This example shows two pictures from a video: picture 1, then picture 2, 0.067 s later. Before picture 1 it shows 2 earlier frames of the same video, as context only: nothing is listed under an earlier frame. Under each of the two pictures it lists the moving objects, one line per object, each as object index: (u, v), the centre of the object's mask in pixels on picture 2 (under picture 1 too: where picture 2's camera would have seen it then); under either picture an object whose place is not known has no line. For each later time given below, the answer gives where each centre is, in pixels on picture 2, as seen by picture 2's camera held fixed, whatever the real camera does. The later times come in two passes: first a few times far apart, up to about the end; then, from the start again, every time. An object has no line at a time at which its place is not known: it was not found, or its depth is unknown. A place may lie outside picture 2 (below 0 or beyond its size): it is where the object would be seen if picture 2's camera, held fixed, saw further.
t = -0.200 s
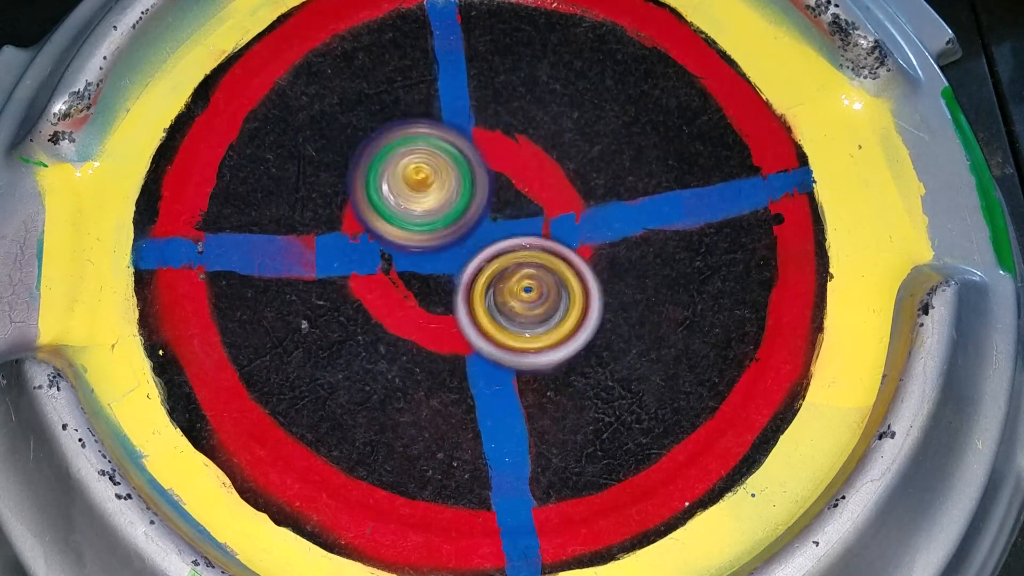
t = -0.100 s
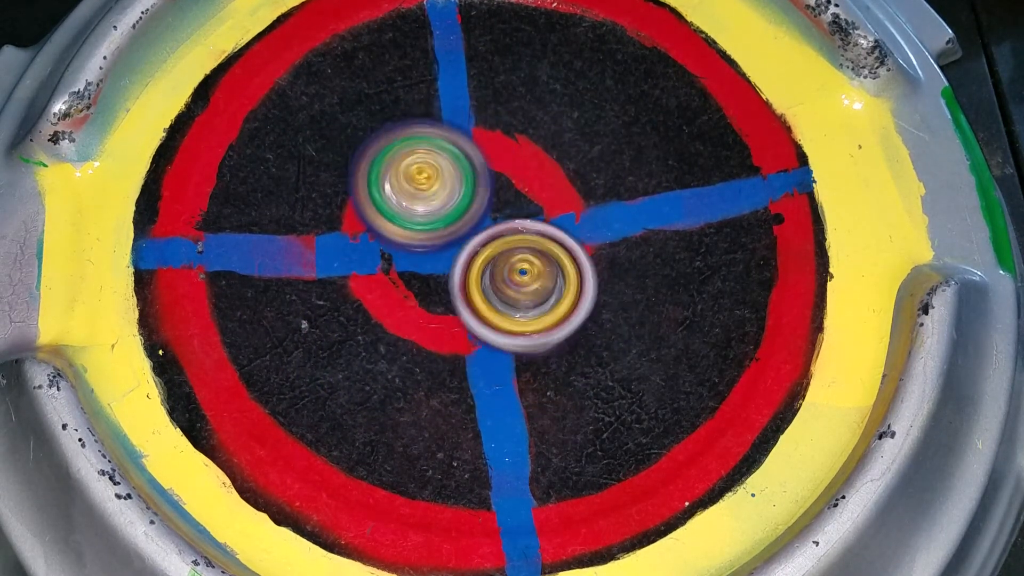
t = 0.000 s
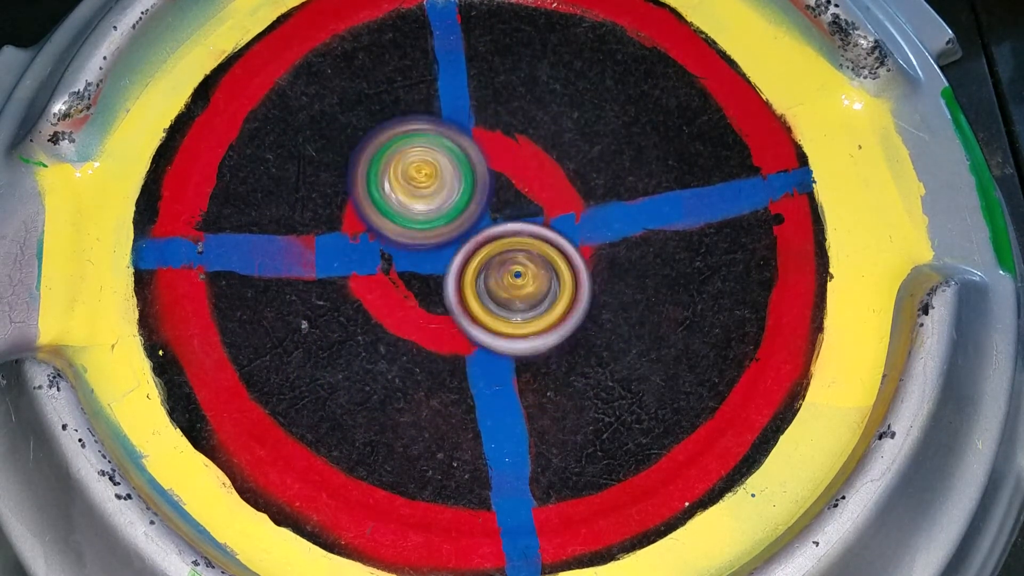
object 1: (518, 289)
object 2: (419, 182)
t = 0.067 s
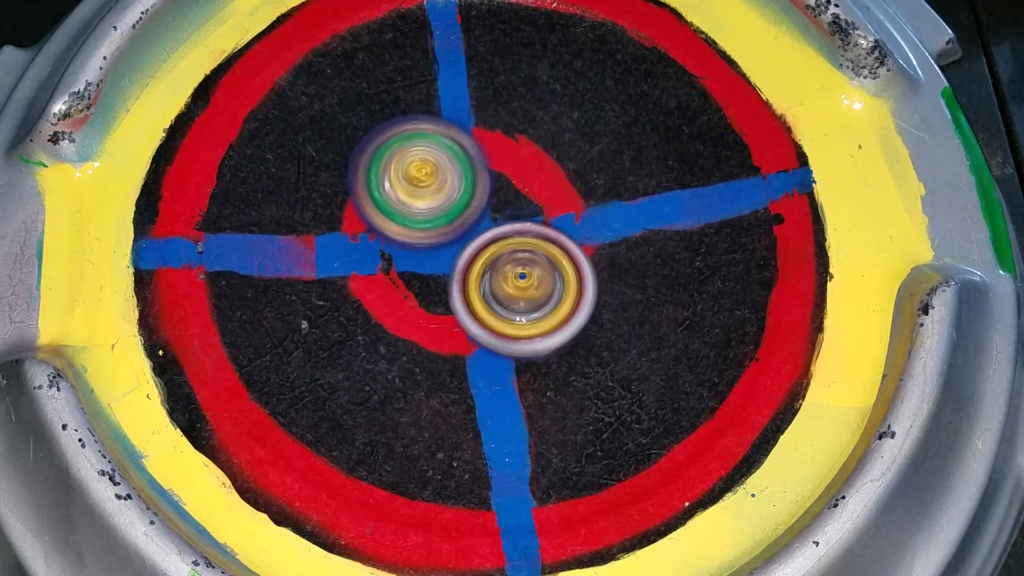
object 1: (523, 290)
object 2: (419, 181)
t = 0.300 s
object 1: (544, 275)
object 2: (414, 172)
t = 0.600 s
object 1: (528, 274)
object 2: (408, 168)
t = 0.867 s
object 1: (518, 264)
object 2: (408, 167)
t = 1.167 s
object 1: (519, 265)
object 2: (409, 167)
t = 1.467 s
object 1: (523, 299)
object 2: (410, 162)
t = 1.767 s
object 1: (517, 287)
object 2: (429, 174)
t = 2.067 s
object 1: (525, 297)
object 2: (430, 164)
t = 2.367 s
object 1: (504, 299)
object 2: (447, 166)
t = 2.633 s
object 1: (509, 299)
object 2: (452, 162)
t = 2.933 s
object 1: (515, 300)
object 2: (458, 163)
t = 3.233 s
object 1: (512, 310)
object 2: (462, 168)
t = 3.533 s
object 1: (520, 300)
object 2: (458, 159)
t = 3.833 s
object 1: (514, 314)
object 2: (462, 154)
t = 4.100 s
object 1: (535, 354)
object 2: (436, 81)
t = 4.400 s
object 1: (541, 306)
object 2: (452, 96)
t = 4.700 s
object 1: (443, 264)
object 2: (465, 110)
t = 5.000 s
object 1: (382, 267)
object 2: (490, 134)
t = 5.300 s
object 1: (431, 265)
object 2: (521, 160)
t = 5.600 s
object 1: (489, 271)
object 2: (565, 152)
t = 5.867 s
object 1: (455, 283)
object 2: (562, 154)
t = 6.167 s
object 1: (440, 282)
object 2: (558, 160)
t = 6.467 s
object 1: (424, 308)
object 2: (534, 208)
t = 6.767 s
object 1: (423, 320)
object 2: (550, 210)
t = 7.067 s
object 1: (422, 280)
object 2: (564, 209)
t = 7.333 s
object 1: (403, 258)
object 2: (569, 208)
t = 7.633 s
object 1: (390, 234)
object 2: (559, 225)
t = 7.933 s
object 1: (409, 237)
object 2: (570, 268)
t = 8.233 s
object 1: (442, 244)
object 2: (590, 287)
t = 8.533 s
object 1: (446, 198)
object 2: (584, 290)
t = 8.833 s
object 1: (461, 210)
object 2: (589, 298)
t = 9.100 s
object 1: (463, 221)
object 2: (591, 307)
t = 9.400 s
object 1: (448, 220)
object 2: (591, 315)
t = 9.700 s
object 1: (445, 226)
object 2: (578, 321)
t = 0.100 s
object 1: (522, 290)
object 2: (420, 181)
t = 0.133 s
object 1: (522, 289)
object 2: (421, 180)
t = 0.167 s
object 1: (530, 292)
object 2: (415, 175)
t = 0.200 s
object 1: (537, 293)
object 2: (414, 173)
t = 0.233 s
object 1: (541, 289)
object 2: (414, 172)
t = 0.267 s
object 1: (545, 282)
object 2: (414, 172)
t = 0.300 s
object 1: (544, 275)
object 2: (414, 172)
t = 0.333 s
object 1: (540, 269)
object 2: (415, 172)
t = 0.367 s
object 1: (533, 263)
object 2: (416, 172)
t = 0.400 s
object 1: (534, 264)
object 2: (413, 172)
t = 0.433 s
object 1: (532, 267)
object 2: (414, 172)
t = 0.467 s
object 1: (528, 268)
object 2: (414, 172)
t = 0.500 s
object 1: (529, 271)
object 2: (409, 169)
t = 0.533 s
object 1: (526, 274)
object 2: (407, 168)
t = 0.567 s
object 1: (525, 274)
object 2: (407, 168)
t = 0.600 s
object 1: (528, 274)
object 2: (408, 168)
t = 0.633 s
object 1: (531, 273)
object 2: (409, 168)
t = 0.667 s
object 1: (532, 274)
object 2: (410, 169)
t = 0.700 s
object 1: (530, 276)
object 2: (411, 169)
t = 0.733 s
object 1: (528, 275)
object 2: (412, 170)
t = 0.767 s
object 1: (526, 272)
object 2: (413, 171)
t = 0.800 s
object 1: (526, 270)
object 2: (414, 171)
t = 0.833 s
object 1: (523, 268)
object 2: (409, 167)
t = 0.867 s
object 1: (518, 264)
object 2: (408, 167)
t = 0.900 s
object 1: (519, 264)
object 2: (408, 166)
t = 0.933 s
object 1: (521, 265)
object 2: (408, 167)
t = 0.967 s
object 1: (518, 265)
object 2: (408, 166)
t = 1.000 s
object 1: (521, 265)
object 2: (408, 167)
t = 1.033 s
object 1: (521, 264)
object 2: (409, 167)
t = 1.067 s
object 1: (517, 264)
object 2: (408, 167)
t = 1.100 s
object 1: (521, 265)
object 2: (407, 167)
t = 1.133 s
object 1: (522, 266)
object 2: (408, 167)
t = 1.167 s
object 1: (519, 265)
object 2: (409, 167)
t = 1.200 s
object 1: (520, 264)
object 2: (409, 167)
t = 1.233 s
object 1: (517, 264)
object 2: (408, 166)
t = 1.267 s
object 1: (524, 272)
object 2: (401, 162)
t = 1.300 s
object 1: (531, 278)
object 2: (399, 161)
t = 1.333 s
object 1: (532, 281)
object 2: (400, 160)
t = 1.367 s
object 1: (529, 284)
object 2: (403, 160)
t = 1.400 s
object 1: (524, 289)
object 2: (406, 160)
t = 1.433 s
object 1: (522, 295)
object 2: (407, 161)
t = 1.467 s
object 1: (523, 299)
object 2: (410, 162)
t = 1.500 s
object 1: (525, 303)
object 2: (411, 163)
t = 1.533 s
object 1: (529, 305)
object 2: (415, 165)
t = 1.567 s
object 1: (530, 305)
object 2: (417, 167)
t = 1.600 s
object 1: (530, 303)
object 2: (418, 167)
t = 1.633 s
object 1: (529, 300)
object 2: (420, 169)
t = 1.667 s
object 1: (527, 297)
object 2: (421, 170)
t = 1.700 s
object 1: (523, 293)
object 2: (423, 171)
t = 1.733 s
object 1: (518, 290)
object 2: (426, 173)
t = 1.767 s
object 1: (517, 287)
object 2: (429, 174)
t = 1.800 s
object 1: (517, 287)
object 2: (429, 173)
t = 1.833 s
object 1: (514, 286)
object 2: (427, 171)
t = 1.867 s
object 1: (514, 288)
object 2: (427, 170)
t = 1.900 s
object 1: (519, 292)
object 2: (422, 164)
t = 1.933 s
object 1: (521, 297)
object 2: (421, 163)
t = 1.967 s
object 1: (522, 300)
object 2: (422, 163)
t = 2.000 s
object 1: (524, 300)
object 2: (424, 163)
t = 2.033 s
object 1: (525, 299)
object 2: (427, 164)
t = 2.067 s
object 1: (525, 297)
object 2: (430, 164)
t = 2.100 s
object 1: (522, 294)
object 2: (433, 165)
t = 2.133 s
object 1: (518, 292)
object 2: (436, 166)
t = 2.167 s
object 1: (514, 290)
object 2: (439, 166)
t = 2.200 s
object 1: (512, 287)
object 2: (441, 166)
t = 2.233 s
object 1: (510, 288)
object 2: (440, 165)
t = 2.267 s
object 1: (509, 289)
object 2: (443, 166)
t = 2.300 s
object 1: (505, 292)
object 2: (445, 165)
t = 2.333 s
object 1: (503, 295)
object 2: (446, 164)
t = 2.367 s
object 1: (504, 299)
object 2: (447, 166)
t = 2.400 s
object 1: (506, 302)
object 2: (449, 168)
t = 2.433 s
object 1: (509, 301)
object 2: (451, 168)
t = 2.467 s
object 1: (510, 297)
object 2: (452, 169)
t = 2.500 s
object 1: (512, 297)
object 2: (449, 165)
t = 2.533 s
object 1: (514, 297)
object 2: (449, 165)
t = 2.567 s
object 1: (514, 296)
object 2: (451, 165)
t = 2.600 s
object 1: (509, 295)
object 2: (453, 166)
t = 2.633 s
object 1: (509, 299)
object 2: (452, 162)
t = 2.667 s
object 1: (512, 302)
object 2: (453, 162)
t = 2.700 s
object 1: (515, 304)
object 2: (455, 161)
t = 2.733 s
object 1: (517, 305)
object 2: (456, 161)
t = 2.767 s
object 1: (518, 304)
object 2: (458, 161)
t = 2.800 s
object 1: (520, 302)
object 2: (458, 162)
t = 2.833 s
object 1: (521, 299)
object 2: (459, 163)
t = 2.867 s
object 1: (519, 295)
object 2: (460, 164)
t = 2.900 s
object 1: (515, 297)
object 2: (459, 163)
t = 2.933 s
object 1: (515, 300)
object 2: (458, 163)
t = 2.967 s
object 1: (516, 301)
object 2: (458, 164)
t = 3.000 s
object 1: (517, 299)
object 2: (458, 164)
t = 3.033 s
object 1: (518, 297)
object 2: (459, 165)
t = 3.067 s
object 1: (515, 296)
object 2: (460, 166)
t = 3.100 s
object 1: (508, 296)
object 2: (459, 165)
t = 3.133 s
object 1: (505, 299)
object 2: (458, 165)
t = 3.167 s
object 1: (505, 303)
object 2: (460, 166)
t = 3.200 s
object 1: (508, 308)
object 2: (461, 167)
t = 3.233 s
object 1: (512, 310)
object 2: (462, 168)
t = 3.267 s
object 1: (514, 306)
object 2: (463, 170)
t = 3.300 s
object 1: (514, 303)
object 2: (463, 171)
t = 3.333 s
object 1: (518, 309)
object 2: (459, 161)
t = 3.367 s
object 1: (521, 312)
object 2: (456, 156)
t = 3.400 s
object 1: (523, 313)
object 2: (456, 157)
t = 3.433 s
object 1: (524, 312)
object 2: (457, 157)
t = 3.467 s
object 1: (523, 309)
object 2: (458, 157)
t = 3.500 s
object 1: (522, 305)
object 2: (458, 158)
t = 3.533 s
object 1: (520, 300)
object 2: (458, 159)
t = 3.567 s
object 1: (516, 295)
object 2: (460, 159)
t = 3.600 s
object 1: (508, 289)
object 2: (462, 160)
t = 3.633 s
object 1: (505, 294)
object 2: (459, 154)
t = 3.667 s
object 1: (503, 301)
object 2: (458, 152)
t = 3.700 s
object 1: (504, 307)
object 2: (459, 153)
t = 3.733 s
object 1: (506, 312)
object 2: (459, 153)
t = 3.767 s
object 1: (506, 316)
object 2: (460, 154)
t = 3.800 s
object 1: (510, 316)
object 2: (462, 154)
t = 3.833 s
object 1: (514, 314)
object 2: (462, 154)
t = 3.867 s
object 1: (514, 308)
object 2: (464, 155)
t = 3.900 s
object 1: (512, 301)
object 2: (465, 156)
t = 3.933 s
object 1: (509, 293)
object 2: (467, 157)
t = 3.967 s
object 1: (508, 301)
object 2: (463, 147)
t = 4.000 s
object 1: (513, 322)
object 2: (454, 118)
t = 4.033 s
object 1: (520, 336)
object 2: (446, 97)
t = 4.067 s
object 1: (528, 346)
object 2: (439, 85)
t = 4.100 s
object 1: (535, 354)
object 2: (436, 81)
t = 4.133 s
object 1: (543, 358)
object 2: (437, 83)
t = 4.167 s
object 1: (550, 358)
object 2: (439, 85)
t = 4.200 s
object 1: (556, 356)
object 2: (442, 86)
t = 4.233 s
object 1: (560, 353)
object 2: (443, 86)
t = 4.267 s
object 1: (564, 349)
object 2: (443, 87)
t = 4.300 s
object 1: (564, 338)
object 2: (444, 88)
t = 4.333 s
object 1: (560, 327)
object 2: (447, 90)
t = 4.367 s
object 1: (551, 316)
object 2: (449, 93)
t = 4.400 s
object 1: (541, 306)
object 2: (452, 96)
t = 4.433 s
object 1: (528, 296)
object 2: (454, 98)
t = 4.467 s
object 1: (518, 288)
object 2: (455, 101)
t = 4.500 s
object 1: (507, 282)
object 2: (456, 104)
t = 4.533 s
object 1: (496, 276)
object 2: (457, 107)
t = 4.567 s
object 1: (486, 268)
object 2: (459, 112)
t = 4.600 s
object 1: (474, 261)
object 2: (461, 117)
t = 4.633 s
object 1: (462, 255)
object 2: (464, 122)
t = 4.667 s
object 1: (452, 260)
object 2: (465, 115)
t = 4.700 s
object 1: (443, 264)
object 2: (465, 110)
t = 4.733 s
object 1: (434, 263)
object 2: (465, 110)
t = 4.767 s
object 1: (427, 263)
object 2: (469, 112)
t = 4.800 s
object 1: (422, 266)
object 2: (472, 116)
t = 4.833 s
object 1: (415, 270)
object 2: (475, 118)
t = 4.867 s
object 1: (409, 272)
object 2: (477, 121)
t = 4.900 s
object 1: (403, 269)
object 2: (479, 123)
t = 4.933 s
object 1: (397, 268)
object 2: (482, 125)
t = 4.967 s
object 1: (390, 269)
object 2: (485, 129)
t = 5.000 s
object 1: (382, 267)
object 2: (490, 134)
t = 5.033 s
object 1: (377, 269)
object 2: (494, 137)
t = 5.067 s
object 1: (376, 275)
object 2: (497, 138)
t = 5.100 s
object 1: (376, 278)
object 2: (500, 140)
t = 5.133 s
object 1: (382, 277)
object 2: (503, 143)
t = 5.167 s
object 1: (390, 278)
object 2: (507, 147)
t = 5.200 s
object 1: (397, 277)
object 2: (510, 150)
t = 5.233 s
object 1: (407, 273)
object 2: (513, 152)
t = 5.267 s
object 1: (418, 268)
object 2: (517, 156)
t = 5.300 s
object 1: (431, 265)
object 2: (521, 160)
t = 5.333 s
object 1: (438, 271)
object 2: (530, 160)
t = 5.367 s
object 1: (445, 277)
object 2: (541, 156)
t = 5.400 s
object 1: (455, 280)
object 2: (547, 156)
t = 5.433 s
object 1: (463, 280)
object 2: (550, 157)
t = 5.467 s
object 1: (474, 278)
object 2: (552, 158)
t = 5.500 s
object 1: (480, 275)
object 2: (556, 158)
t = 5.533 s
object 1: (480, 274)
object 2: (563, 153)
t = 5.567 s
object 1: (484, 272)
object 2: (565, 152)
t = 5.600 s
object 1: (489, 271)
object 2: (565, 152)
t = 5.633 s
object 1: (485, 271)
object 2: (567, 151)
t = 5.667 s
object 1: (480, 274)
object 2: (570, 147)
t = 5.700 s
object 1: (475, 274)
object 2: (569, 146)
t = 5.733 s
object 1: (473, 273)
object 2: (569, 146)
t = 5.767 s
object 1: (468, 274)
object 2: (568, 147)
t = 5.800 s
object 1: (466, 278)
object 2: (567, 149)
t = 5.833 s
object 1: (462, 282)
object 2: (564, 153)
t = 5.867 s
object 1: (455, 283)
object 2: (562, 154)
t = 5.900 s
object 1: (449, 279)
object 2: (561, 156)
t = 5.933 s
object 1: (447, 278)
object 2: (560, 159)
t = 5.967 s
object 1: (446, 280)
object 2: (557, 162)
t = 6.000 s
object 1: (446, 280)
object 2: (555, 164)
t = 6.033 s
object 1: (448, 277)
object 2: (554, 166)
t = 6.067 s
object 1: (450, 275)
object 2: (553, 168)
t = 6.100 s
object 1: (450, 275)
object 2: (554, 167)
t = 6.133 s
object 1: (446, 281)
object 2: (558, 161)
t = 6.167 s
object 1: (440, 282)
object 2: (558, 160)
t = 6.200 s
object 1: (431, 281)
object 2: (556, 163)
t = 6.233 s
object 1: (421, 281)
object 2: (554, 165)
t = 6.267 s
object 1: (416, 286)
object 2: (554, 167)
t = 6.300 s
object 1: (412, 292)
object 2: (552, 171)
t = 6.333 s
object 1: (412, 297)
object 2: (550, 174)
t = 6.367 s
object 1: (414, 302)
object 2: (548, 179)
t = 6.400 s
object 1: (415, 307)
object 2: (544, 186)
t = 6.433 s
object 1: (419, 308)
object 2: (540, 196)
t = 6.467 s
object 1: (424, 308)
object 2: (534, 208)
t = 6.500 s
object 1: (419, 315)
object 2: (535, 212)
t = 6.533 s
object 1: (414, 322)
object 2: (539, 211)
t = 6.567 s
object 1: (418, 327)
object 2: (540, 212)
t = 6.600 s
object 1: (426, 325)
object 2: (538, 215)
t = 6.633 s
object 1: (434, 320)
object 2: (538, 218)
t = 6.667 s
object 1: (431, 320)
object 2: (543, 215)
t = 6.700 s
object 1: (427, 321)
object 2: (548, 210)
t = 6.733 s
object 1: (424, 321)
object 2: (548, 209)
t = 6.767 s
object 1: (423, 320)
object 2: (550, 210)
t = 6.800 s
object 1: (422, 317)
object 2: (552, 211)
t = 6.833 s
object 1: (424, 312)
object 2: (553, 212)
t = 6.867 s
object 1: (426, 306)
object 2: (553, 214)
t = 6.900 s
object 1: (427, 300)
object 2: (553, 214)
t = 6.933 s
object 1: (428, 296)
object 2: (554, 215)
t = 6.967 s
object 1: (430, 294)
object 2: (558, 214)
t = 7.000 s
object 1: (426, 292)
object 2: (565, 209)
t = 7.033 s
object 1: (423, 286)
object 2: (565, 208)
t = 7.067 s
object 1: (422, 280)
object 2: (564, 209)
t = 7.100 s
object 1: (419, 277)
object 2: (564, 210)
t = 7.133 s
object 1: (417, 272)
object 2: (563, 211)
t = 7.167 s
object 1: (418, 267)
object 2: (564, 212)
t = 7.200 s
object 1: (422, 264)
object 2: (565, 212)
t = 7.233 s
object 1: (420, 262)
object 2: (567, 211)
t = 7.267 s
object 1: (415, 264)
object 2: (571, 208)
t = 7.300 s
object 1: (410, 263)
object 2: (571, 208)
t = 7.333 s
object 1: (403, 258)
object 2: (569, 208)
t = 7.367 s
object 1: (399, 256)
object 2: (569, 209)
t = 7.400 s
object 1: (397, 251)
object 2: (569, 210)
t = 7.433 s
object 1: (395, 247)
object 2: (568, 211)
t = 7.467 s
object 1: (390, 245)
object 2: (568, 213)
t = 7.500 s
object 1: (387, 238)
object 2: (567, 214)
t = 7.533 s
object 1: (384, 229)
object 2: (565, 217)
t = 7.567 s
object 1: (380, 227)
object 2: (564, 218)
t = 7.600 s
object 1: (384, 230)
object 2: (561, 222)
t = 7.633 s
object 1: (390, 234)
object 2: (559, 225)
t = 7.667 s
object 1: (395, 234)
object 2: (559, 227)
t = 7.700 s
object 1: (403, 236)
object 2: (556, 231)
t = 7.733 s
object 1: (405, 235)
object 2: (557, 235)
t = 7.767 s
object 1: (399, 234)
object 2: (566, 240)
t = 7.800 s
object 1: (398, 234)
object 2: (571, 248)
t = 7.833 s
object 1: (398, 234)
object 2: (571, 253)
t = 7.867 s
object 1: (400, 235)
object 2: (570, 258)
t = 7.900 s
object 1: (405, 238)
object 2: (570, 264)
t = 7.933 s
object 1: (409, 237)
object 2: (570, 268)
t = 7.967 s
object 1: (413, 239)
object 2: (569, 272)
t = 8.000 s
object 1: (422, 243)
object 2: (569, 274)
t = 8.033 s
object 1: (427, 247)
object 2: (572, 276)
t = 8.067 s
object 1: (422, 246)
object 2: (581, 279)
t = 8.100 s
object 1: (420, 246)
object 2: (587, 281)
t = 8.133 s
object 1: (423, 249)
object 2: (589, 283)
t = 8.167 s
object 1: (428, 251)
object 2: (589, 284)
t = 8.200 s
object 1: (435, 248)
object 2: (589, 286)
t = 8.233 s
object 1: (442, 244)
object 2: (590, 287)
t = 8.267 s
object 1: (438, 238)
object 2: (597, 289)
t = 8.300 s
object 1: (435, 230)
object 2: (597, 288)
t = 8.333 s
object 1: (435, 221)
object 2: (596, 289)
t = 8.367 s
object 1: (435, 218)
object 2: (595, 289)
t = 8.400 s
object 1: (438, 219)
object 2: (593, 289)
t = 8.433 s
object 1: (440, 216)
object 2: (590, 289)
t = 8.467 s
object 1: (442, 210)
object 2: (588, 289)
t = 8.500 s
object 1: (443, 204)
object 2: (586, 289)
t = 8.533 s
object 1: (446, 198)
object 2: (584, 290)
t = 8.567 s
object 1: (448, 195)
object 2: (583, 289)
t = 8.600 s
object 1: (447, 196)
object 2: (581, 290)
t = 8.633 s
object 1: (447, 199)
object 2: (578, 289)
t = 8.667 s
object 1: (451, 200)
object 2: (577, 288)
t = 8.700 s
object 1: (454, 202)
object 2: (578, 288)
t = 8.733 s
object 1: (452, 200)
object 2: (586, 293)
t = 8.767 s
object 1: (455, 203)
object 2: (591, 296)
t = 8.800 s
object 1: (455, 207)
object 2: (591, 296)
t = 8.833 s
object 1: (461, 210)
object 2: (589, 298)
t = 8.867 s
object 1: (466, 216)
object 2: (588, 298)
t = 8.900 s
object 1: (466, 218)
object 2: (592, 299)
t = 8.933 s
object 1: (470, 219)
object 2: (593, 299)
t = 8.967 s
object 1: (469, 217)
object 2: (597, 303)
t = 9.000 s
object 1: (467, 216)
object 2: (598, 304)
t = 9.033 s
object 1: (463, 215)
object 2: (595, 304)
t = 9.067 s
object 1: (462, 218)
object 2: (593, 306)
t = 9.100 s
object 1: (463, 221)
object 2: (591, 307)
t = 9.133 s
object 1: (465, 224)
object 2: (591, 308)
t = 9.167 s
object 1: (468, 227)
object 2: (590, 309)
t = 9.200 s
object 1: (468, 227)
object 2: (592, 309)
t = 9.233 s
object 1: (468, 227)
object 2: (590, 310)
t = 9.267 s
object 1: (466, 227)
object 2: (590, 310)
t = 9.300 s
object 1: (465, 228)
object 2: (588, 311)
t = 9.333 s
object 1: (461, 226)
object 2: (590, 314)
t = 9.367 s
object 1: (454, 222)
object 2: (593, 315)
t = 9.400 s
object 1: (448, 220)
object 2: (591, 315)
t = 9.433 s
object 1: (443, 218)
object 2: (589, 316)
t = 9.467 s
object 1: (440, 217)
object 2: (588, 316)
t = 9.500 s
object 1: (436, 214)
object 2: (587, 316)
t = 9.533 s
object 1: (434, 210)
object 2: (585, 318)
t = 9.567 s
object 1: (434, 212)
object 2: (583, 317)
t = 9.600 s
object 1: (435, 219)
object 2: (581, 319)
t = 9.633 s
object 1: (436, 224)
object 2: (580, 319)
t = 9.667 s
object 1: (440, 225)
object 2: (580, 320)
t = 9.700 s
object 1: (445, 226)
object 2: (578, 321)
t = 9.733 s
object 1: (450, 230)
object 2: (576, 320)
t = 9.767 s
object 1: (455, 231)
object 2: (574, 321)
